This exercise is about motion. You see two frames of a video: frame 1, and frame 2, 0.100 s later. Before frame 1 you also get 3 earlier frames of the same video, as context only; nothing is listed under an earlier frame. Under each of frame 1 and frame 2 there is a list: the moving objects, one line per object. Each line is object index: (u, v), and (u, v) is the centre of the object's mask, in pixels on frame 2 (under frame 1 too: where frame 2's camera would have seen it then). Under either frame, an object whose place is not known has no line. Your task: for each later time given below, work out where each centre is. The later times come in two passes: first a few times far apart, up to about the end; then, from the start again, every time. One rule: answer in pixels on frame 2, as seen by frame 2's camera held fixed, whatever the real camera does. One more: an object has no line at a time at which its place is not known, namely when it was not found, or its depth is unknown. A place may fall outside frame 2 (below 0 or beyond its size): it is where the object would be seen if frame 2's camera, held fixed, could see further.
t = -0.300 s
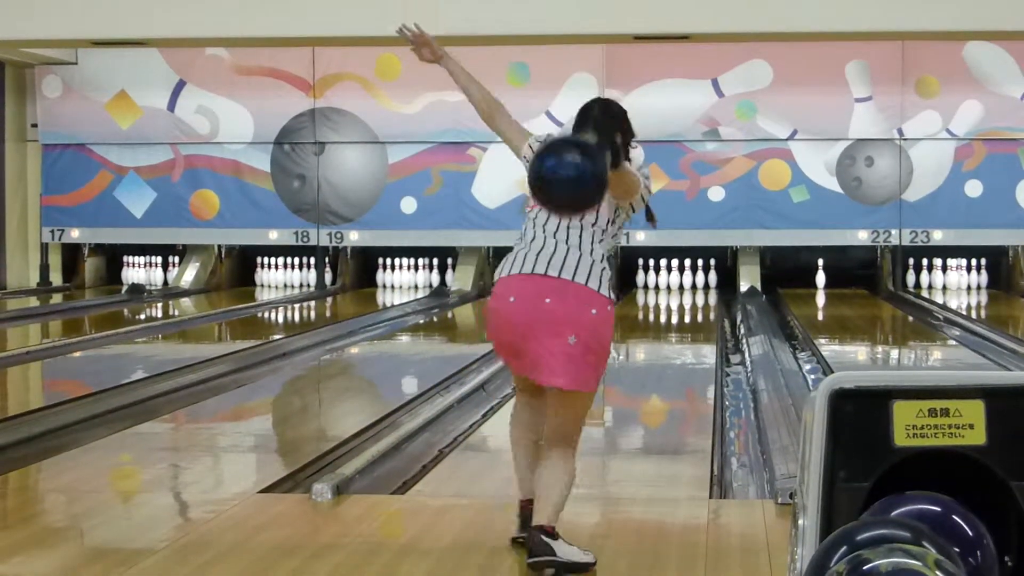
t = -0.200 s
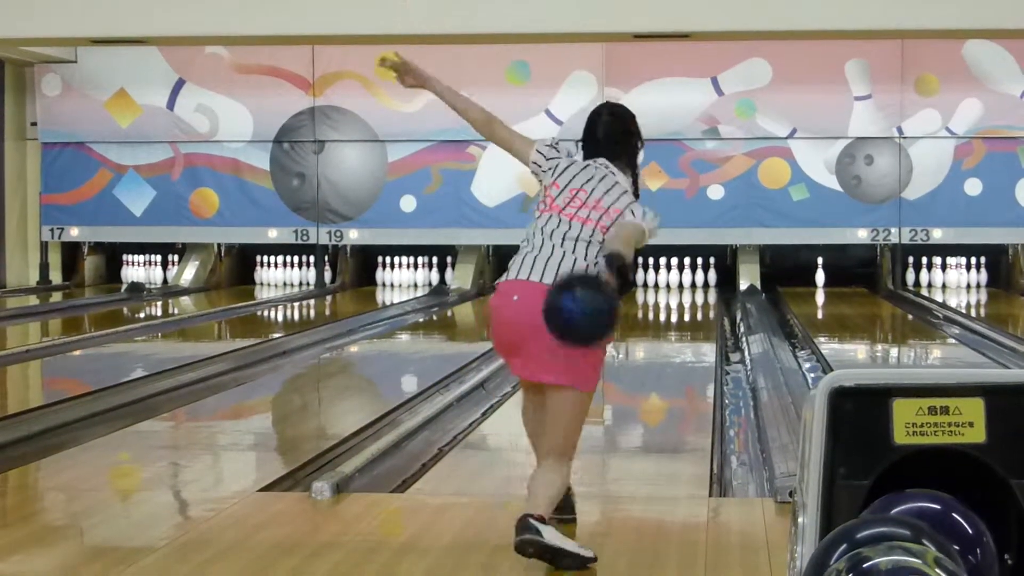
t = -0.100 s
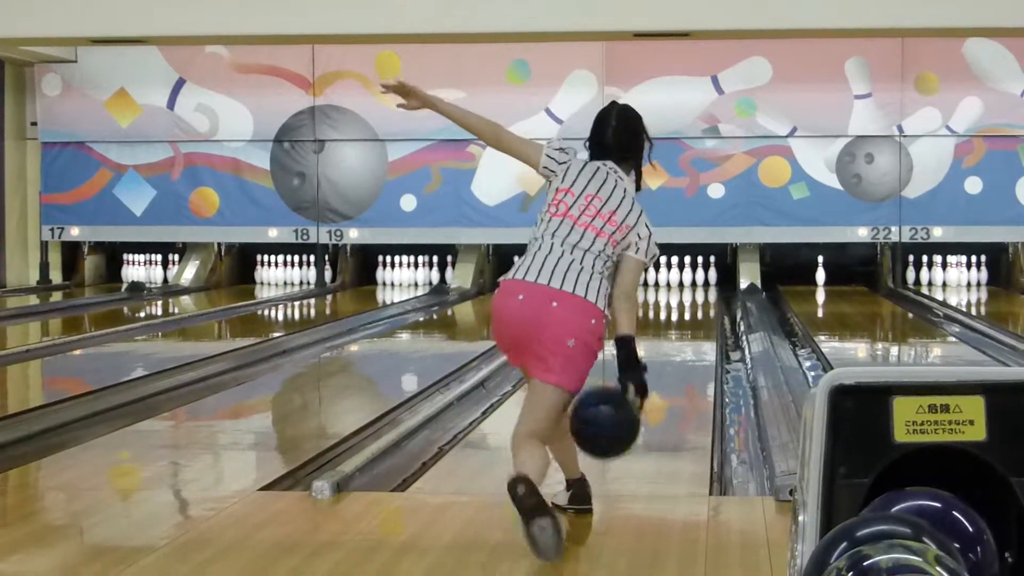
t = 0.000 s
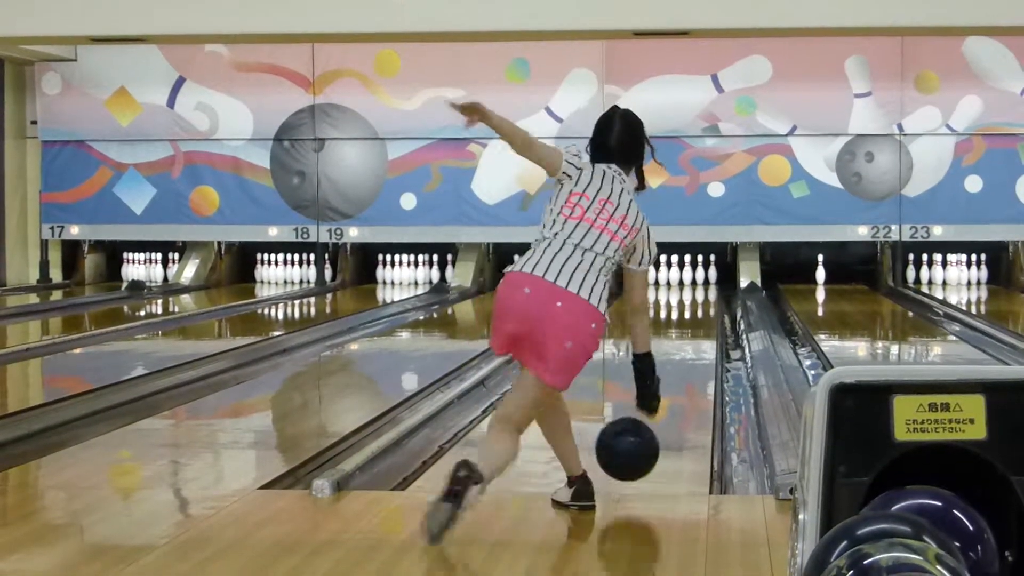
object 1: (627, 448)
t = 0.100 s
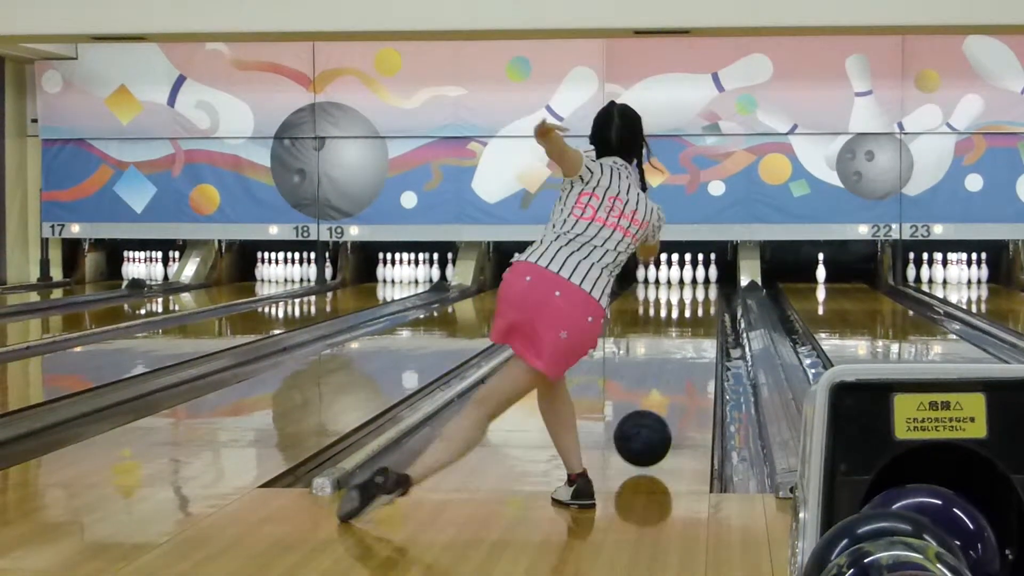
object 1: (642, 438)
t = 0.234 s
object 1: (658, 415)
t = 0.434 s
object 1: (676, 384)
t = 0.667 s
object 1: (689, 358)
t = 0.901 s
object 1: (698, 340)
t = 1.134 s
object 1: (704, 325)
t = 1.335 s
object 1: (707, 315)
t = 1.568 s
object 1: (708, 306)
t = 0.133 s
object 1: (647, 431)
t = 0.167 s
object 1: (651, 428)
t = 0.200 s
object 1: (654, 421)
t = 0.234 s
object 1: (658, 415)
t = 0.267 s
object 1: (661, 409)
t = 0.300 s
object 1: (664, 404)
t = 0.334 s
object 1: (667, 398)
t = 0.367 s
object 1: (670, 394)
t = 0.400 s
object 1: (673, 389)
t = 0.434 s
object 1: (676, 384)
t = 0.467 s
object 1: (678, 380)
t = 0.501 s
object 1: (679, 376)
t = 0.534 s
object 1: (682, 372)
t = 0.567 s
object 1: (684, 368)
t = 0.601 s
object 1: (686, 365)
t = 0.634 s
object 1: (687, 361)
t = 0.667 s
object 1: (689, 358)
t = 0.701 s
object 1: (690, 355)
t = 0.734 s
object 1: (692, 352)
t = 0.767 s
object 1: (693, 350)
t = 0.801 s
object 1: (697, 348)
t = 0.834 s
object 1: (696, 344)
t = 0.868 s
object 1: (697, 342)
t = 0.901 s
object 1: (698, 340)
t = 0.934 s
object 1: (699, 337)
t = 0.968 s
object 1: (700, 335)
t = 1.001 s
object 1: (701, 333)
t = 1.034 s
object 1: (701, 331)
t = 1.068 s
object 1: (702, 329)
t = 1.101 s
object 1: (703, 327)
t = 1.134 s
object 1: (704, 325)
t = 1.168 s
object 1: (704, 323)
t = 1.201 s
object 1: (705, 322)
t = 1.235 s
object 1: (706, 320)
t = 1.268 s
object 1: (706, 318)
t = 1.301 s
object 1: (707, 317)
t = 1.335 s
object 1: (707, 315)
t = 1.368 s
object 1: (708, 314)
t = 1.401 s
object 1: (708, 312)
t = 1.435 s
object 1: (708, 311)
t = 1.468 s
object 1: (708, 310)
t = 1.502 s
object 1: (709, 308)
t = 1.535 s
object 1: (709, 306)
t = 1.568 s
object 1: (708, 306)
